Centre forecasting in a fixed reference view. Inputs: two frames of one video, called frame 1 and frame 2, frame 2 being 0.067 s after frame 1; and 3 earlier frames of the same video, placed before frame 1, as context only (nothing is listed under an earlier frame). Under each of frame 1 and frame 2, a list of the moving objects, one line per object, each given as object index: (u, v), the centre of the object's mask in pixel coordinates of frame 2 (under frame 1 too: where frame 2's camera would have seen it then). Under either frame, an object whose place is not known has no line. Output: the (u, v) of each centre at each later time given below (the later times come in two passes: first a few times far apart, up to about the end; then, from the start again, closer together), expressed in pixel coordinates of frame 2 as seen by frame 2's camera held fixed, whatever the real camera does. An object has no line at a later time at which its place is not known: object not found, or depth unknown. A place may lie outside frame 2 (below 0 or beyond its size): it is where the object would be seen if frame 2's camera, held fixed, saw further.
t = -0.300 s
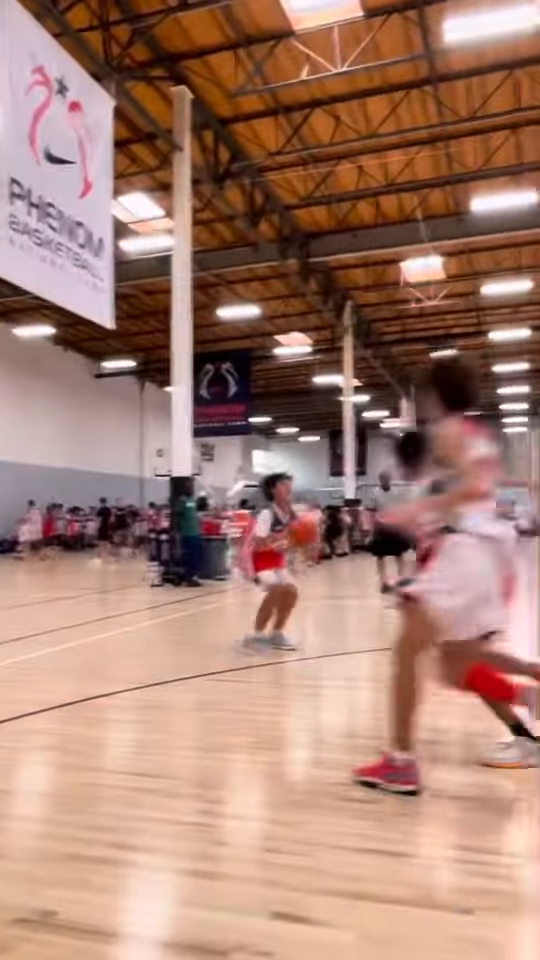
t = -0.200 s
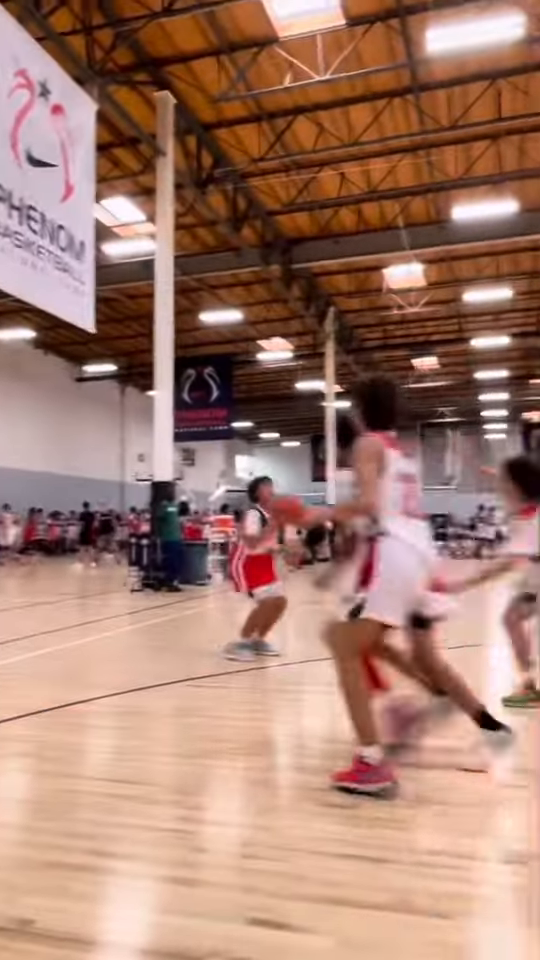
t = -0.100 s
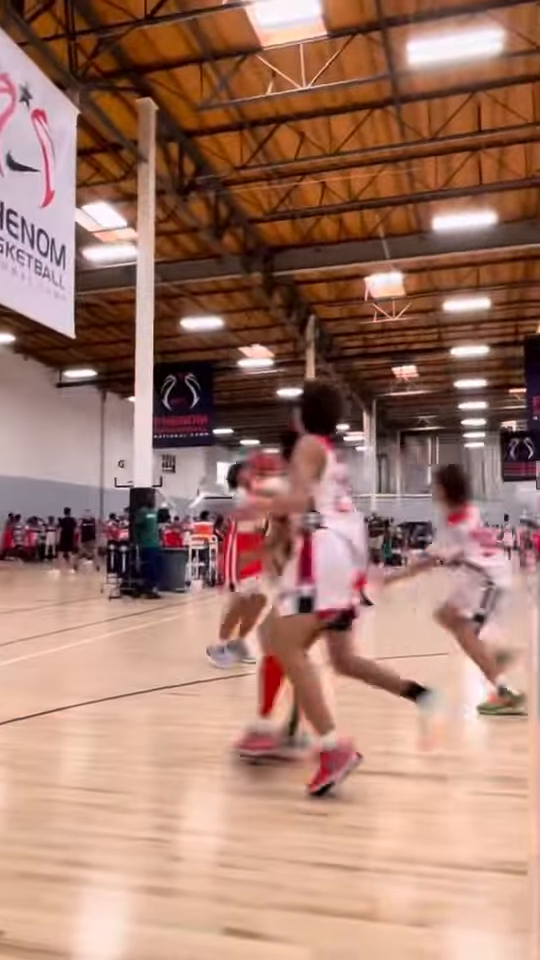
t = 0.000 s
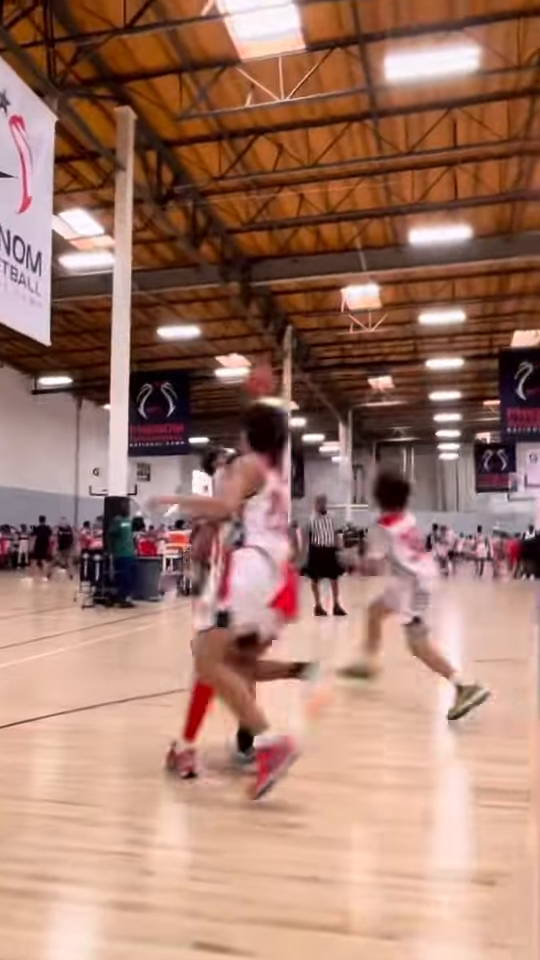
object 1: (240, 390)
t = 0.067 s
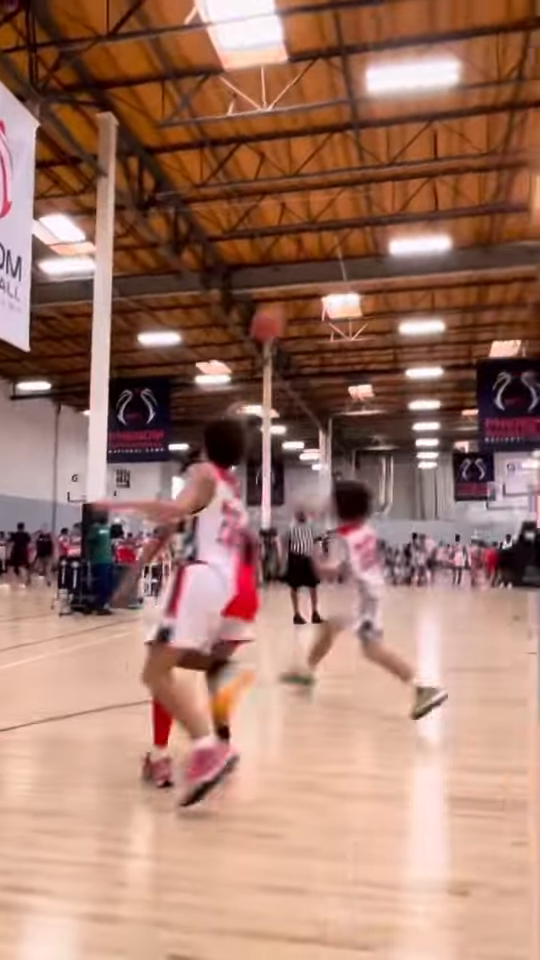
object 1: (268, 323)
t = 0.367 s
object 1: (405, 57)
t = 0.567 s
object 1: (518, -83)
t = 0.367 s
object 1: (405, 57)
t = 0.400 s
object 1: (423, 32)
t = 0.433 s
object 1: (440, 7)
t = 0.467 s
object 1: (459, -14)
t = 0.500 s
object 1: (479, -35)
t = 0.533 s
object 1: (499, -62)
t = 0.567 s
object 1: (518, -83)
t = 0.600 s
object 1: (540, -98)
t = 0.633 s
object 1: (563, -119)
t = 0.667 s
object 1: (586, -135)
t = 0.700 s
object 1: (613, -151)
